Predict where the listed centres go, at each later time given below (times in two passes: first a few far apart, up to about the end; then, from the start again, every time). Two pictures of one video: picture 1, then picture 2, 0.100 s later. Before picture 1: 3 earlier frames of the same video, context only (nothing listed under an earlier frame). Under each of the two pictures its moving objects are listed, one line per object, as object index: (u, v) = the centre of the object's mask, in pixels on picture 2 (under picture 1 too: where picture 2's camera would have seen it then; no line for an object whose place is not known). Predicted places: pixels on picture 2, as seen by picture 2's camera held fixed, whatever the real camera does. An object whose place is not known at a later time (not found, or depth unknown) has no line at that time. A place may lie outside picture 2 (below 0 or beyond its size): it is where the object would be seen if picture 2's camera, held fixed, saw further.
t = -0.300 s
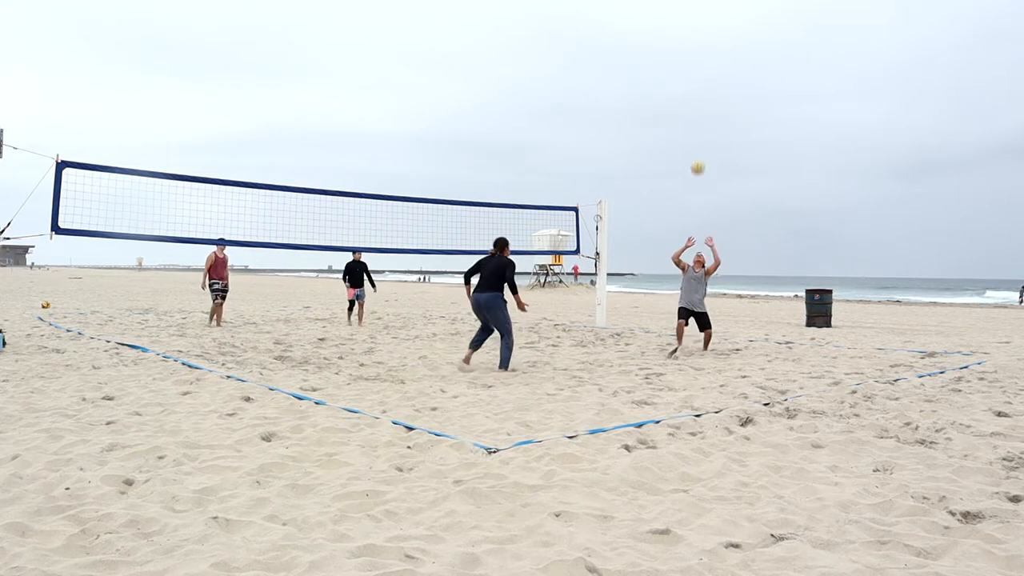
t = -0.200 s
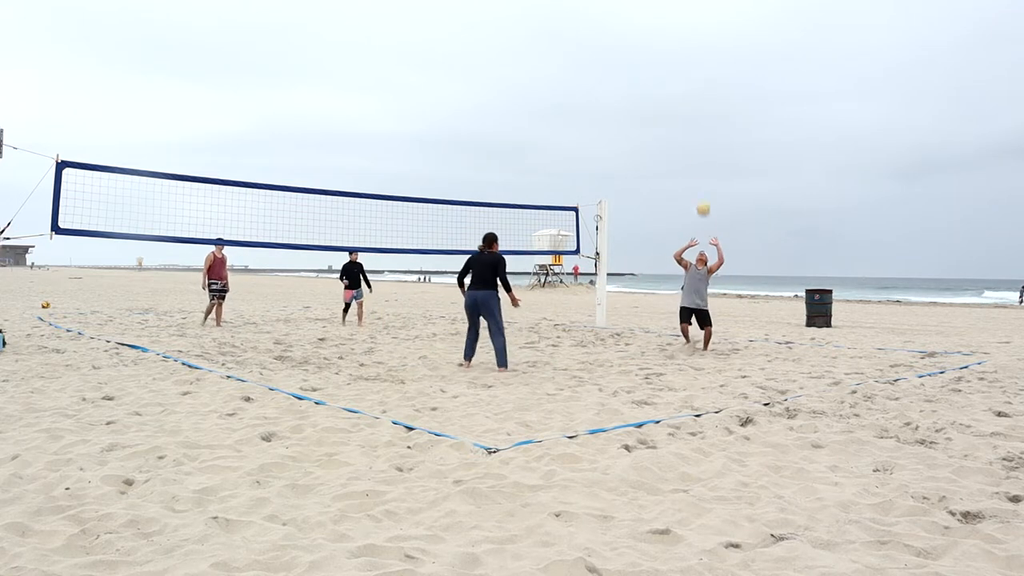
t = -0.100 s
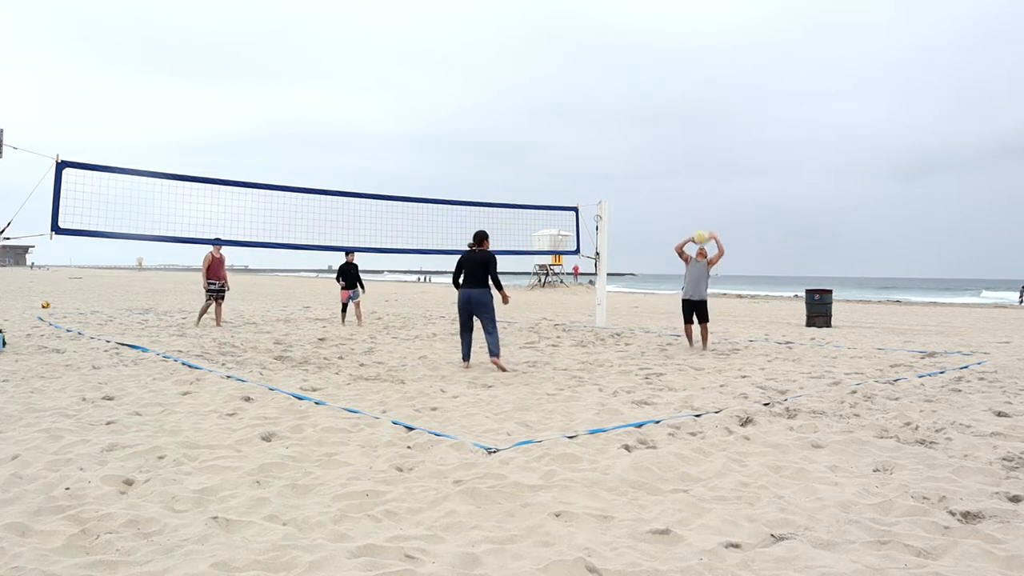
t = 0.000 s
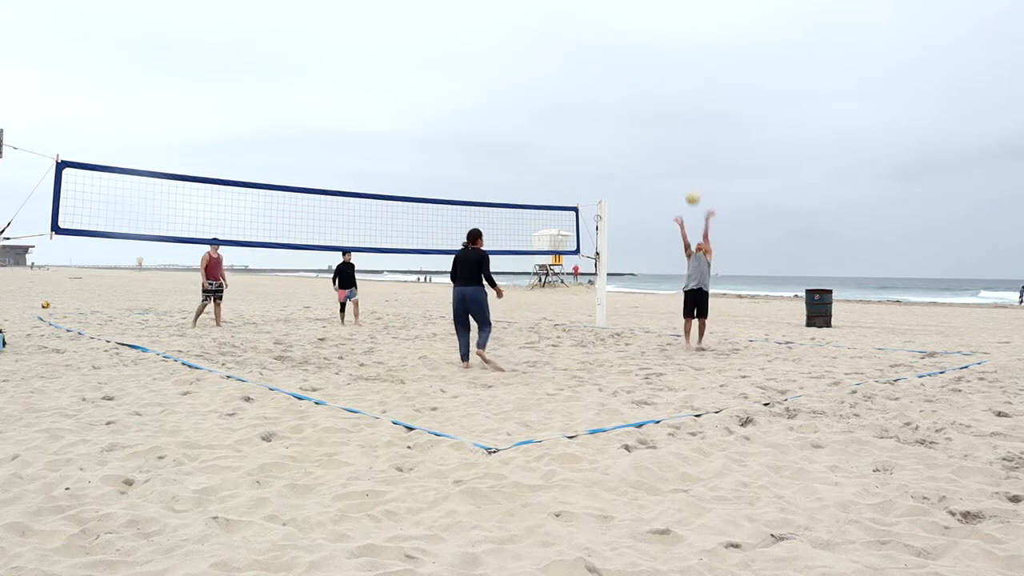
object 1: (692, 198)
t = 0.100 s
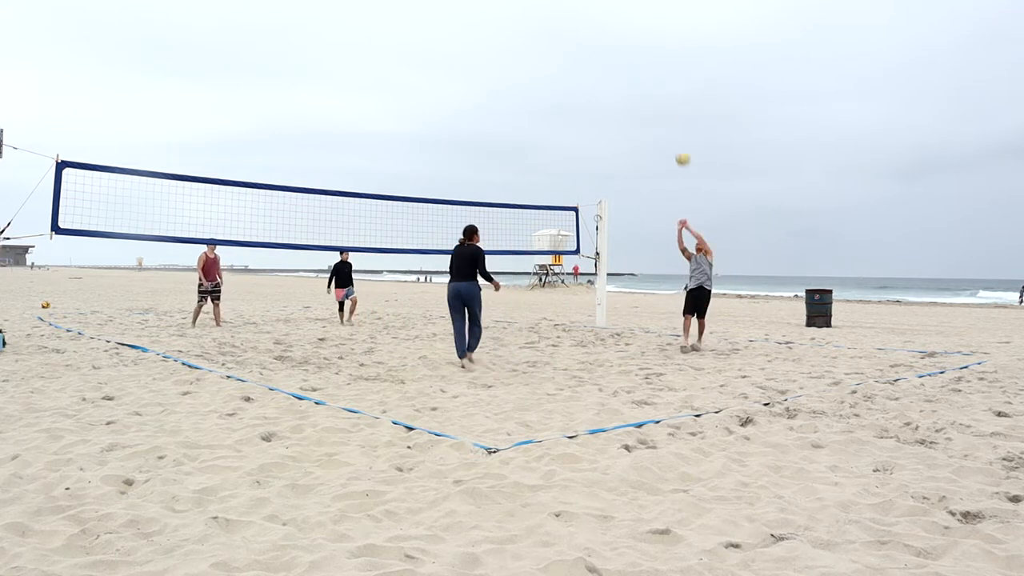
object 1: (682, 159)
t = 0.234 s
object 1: (668, 115)
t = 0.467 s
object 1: (641, 69)
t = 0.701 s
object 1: (610, 59)
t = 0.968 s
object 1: (573, 94)
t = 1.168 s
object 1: (543, 156)
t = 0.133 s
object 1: (679, 147)
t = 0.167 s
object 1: (675, 136)
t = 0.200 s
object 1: (672, 125)
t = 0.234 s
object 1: (668, 115)
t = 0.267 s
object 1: (665, 106)
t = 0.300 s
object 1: (661, 98)
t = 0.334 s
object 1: (657, 91)
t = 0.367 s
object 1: (653, 84)
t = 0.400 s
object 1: (649, 79)
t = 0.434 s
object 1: (645, 73)
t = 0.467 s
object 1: (641, 69)
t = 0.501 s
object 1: (637, 65)
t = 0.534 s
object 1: (632, 62)
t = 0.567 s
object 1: (628, 60)
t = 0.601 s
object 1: (623, 59)
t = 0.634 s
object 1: (619, 58)
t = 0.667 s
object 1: (614, 58)
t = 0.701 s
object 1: (610, 59)
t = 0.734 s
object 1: (605, 60)
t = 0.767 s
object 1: (601, 63)
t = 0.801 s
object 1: (596, 66)
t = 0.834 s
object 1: (592, 70)
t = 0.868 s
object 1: (587, 75)
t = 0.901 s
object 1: (582, 81)
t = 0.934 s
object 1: (578, 87)
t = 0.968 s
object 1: (573, 94)
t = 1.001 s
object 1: (568, 102)
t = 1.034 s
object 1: (563, 111)
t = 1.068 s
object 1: (558, 121)
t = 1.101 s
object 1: (553, 132)
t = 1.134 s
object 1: (548, 144)
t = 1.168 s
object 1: (543, 156)
